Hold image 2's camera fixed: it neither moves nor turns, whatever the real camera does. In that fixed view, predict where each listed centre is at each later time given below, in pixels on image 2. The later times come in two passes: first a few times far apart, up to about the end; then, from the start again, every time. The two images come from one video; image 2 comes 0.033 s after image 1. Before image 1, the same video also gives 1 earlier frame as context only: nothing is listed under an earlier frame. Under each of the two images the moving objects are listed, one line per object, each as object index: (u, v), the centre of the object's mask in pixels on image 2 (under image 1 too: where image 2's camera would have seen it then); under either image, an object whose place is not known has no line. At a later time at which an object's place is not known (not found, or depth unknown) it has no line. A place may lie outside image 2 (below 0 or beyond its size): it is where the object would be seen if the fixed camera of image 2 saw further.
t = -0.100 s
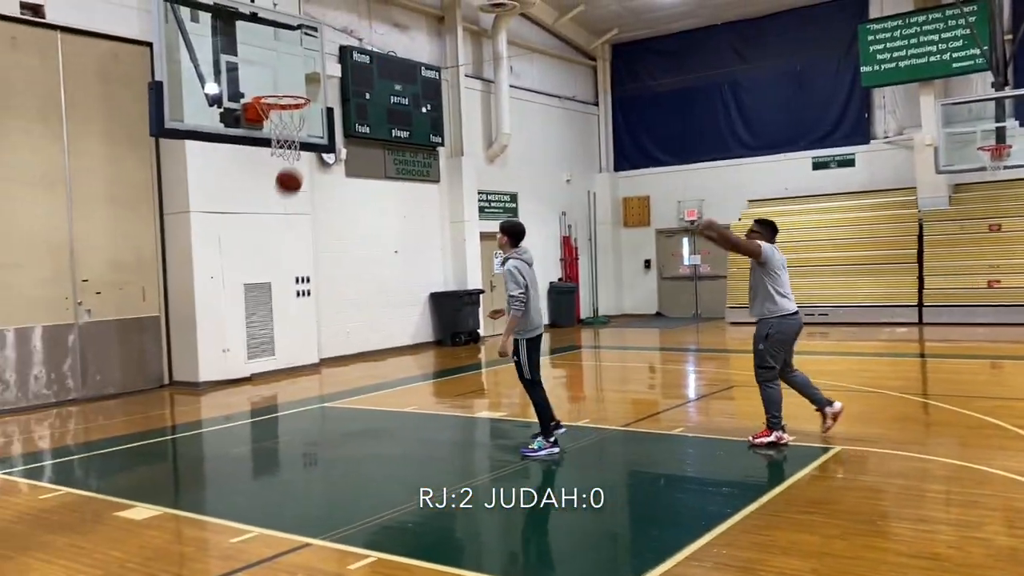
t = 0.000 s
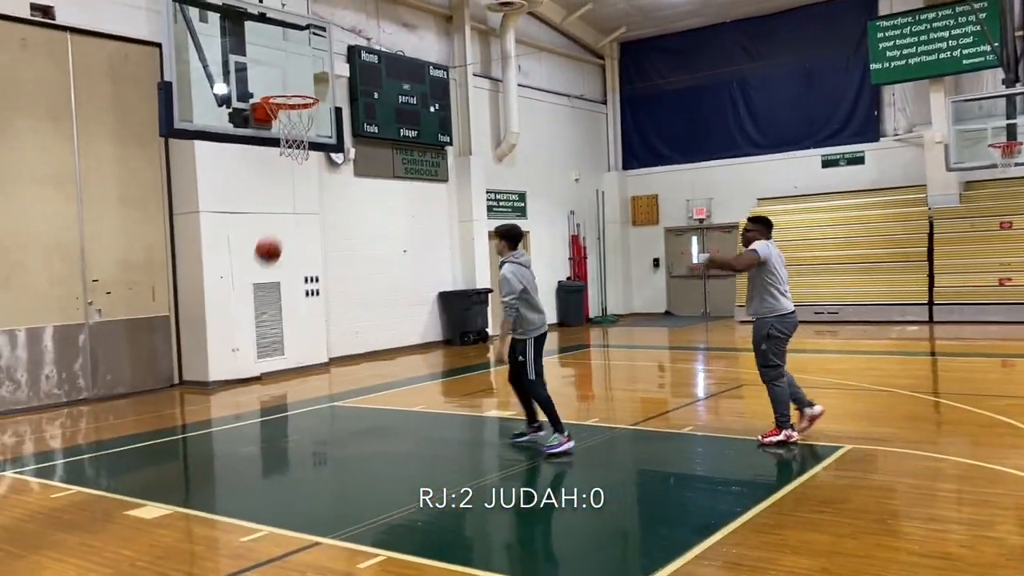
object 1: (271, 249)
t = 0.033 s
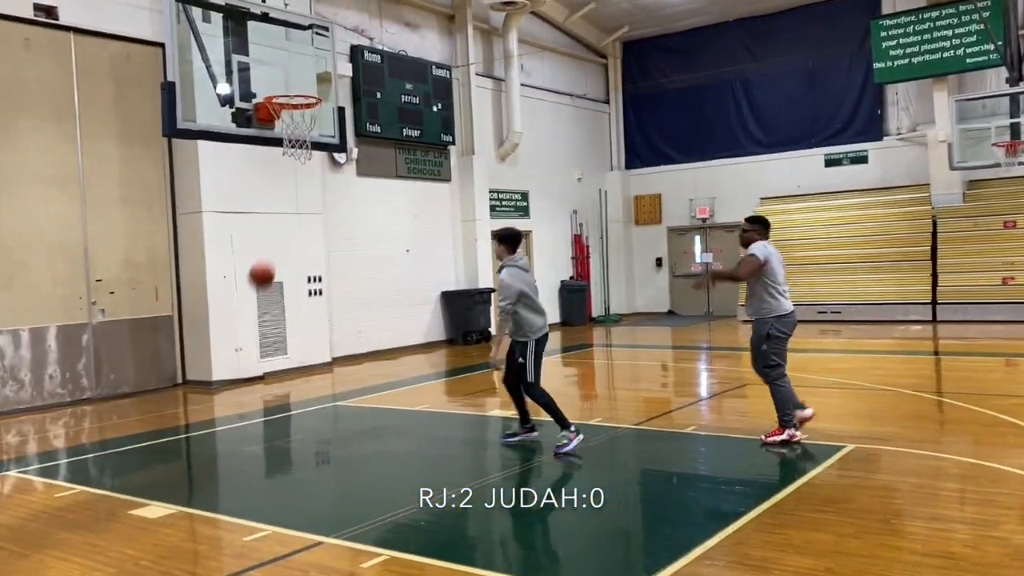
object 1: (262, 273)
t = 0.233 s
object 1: (210, 417)
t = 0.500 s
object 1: (167, 269)
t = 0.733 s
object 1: (134, 202)
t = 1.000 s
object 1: (100, 193)
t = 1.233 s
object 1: (76, 241)
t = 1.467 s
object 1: (55, 337)
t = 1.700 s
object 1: (30, 386)
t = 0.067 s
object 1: (253, 299)
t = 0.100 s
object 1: (243, 326)
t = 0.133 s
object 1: (234, 353)
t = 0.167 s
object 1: (226, 382)
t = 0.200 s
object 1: (217, 411)
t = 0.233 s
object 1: (210, 417)
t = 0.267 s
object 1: (204, 394)
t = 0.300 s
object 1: (199, 373)
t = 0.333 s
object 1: (194, 352)
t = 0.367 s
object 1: (189, 334)
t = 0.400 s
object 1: (183, 315)
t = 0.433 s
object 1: (178, 299)
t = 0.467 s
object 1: (173, 284)
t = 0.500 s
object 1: (167, 269)
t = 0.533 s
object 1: (162, 256)
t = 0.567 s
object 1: (157, 245)
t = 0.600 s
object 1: (152, 233)
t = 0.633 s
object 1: (147, 224)
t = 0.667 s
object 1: (143, 216)
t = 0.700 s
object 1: (138, 208)
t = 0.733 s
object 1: (134, 202)
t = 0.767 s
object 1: (130, 197)
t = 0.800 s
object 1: (125, 193)
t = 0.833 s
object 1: (121, 190)
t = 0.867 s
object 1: (117, 188)
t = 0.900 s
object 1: (112, 188)
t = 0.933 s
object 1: (108, 189)
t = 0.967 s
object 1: (104, 190)
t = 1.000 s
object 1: (100, 193)
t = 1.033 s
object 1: (96, 196)
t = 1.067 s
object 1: (93, 201)
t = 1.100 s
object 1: (90, 206)
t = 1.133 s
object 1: (86, 214)
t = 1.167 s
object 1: (83, 222)
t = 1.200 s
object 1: (79, 231)
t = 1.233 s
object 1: (76, 241)
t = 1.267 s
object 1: (72, 252)
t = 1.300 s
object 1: (69, 264)
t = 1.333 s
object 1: (66, 277)
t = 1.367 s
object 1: (63, 291)
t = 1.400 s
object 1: (59, 306)
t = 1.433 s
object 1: (58, 322)
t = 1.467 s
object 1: (55, 337)
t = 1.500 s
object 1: (52, 356)
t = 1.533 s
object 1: (49, 376)
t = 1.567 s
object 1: (47, 396)
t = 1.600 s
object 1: (43, 417)
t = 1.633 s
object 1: (39, 419)
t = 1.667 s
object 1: (35, 402)
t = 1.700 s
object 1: (30, 386)
